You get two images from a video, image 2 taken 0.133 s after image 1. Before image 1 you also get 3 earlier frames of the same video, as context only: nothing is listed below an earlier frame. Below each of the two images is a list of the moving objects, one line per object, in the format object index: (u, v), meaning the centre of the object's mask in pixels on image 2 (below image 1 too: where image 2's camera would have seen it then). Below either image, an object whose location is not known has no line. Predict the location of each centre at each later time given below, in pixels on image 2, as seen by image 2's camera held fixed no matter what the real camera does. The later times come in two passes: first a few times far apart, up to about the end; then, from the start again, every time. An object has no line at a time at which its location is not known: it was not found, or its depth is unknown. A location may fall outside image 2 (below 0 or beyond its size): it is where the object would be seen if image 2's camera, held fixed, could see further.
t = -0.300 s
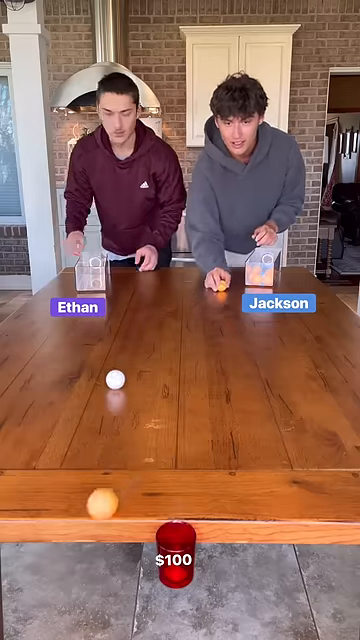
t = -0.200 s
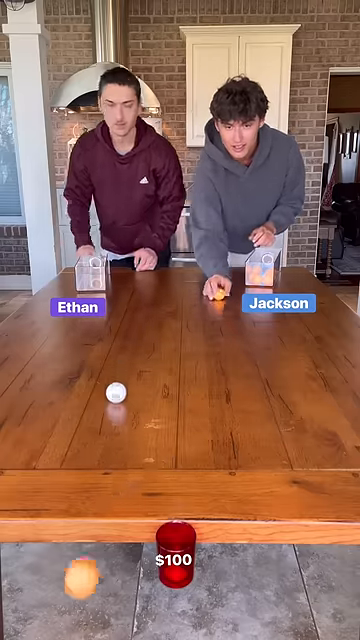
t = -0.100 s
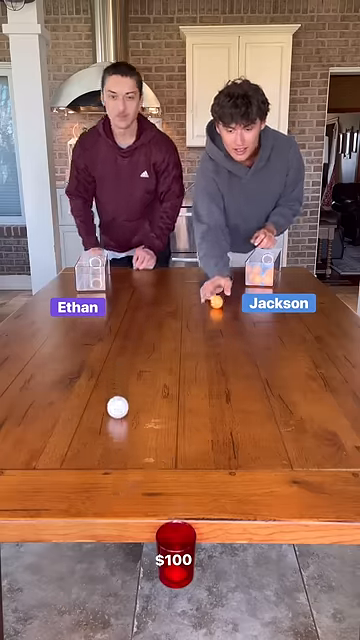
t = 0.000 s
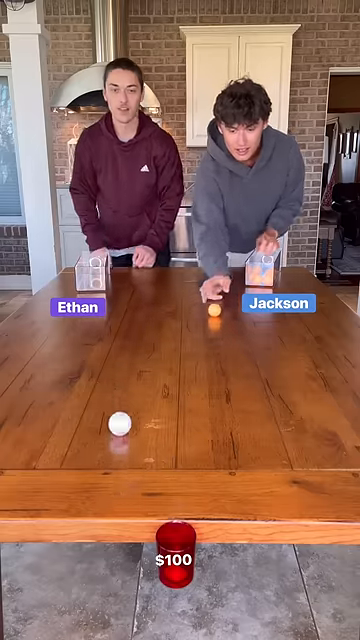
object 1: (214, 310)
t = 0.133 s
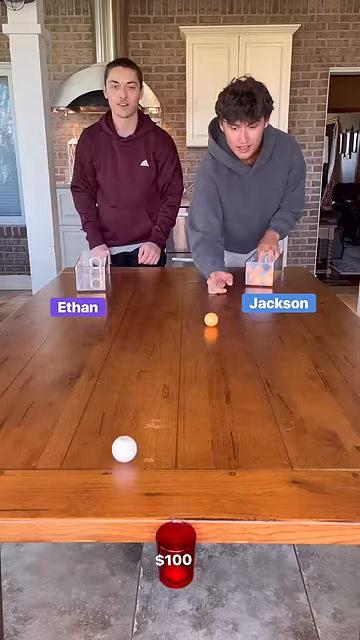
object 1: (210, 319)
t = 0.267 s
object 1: (207, 330)
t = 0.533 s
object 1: (198, 354)
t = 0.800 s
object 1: (188, 385)
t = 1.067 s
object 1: (174, 428)
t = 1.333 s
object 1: (154, 488)
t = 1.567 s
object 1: (89, 625)
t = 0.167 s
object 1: (210, 322)
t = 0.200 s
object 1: (209, 324)
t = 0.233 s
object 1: (208, 327)
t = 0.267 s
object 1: (207, 330)
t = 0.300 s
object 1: (206, 332)
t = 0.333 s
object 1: (205, 335)
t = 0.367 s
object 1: (204, 338)
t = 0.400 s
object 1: (203, 341)
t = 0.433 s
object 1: (202, 344)
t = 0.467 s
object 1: (201, 347)
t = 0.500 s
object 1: (200, 350)
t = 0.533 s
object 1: (198, 354)
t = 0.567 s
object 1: (197, 357)
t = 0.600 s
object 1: (196, 361)
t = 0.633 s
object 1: (195, 365)
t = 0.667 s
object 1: (193, 368)
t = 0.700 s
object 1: (192, 372)
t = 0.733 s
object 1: (191, 376)
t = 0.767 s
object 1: (190, 381)
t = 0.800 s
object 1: (188, 385)
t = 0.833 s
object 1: (186, 390)
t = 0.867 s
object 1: (185, 394)
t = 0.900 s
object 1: (184, 399)
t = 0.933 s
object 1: (182, 405)
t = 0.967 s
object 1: (180, 410)
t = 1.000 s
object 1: (178, 416)
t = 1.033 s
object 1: (176, 421)
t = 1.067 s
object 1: (174, 428)
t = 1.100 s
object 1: (172, 434)
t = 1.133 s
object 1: (170, 440)
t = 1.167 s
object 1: (168, 447)
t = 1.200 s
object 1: (165, 454)
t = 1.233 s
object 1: (163, 462)
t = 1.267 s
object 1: (160, 470)
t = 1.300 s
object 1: (157, 479)
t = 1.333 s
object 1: (154, 488)
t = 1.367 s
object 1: (151, 497)
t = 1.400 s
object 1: (148, 507)
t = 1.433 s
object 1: (143, 523)
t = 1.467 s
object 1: (128, 540)
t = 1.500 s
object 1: (115, 562)
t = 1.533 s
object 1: (102, 591)
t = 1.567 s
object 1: (89, 625)
